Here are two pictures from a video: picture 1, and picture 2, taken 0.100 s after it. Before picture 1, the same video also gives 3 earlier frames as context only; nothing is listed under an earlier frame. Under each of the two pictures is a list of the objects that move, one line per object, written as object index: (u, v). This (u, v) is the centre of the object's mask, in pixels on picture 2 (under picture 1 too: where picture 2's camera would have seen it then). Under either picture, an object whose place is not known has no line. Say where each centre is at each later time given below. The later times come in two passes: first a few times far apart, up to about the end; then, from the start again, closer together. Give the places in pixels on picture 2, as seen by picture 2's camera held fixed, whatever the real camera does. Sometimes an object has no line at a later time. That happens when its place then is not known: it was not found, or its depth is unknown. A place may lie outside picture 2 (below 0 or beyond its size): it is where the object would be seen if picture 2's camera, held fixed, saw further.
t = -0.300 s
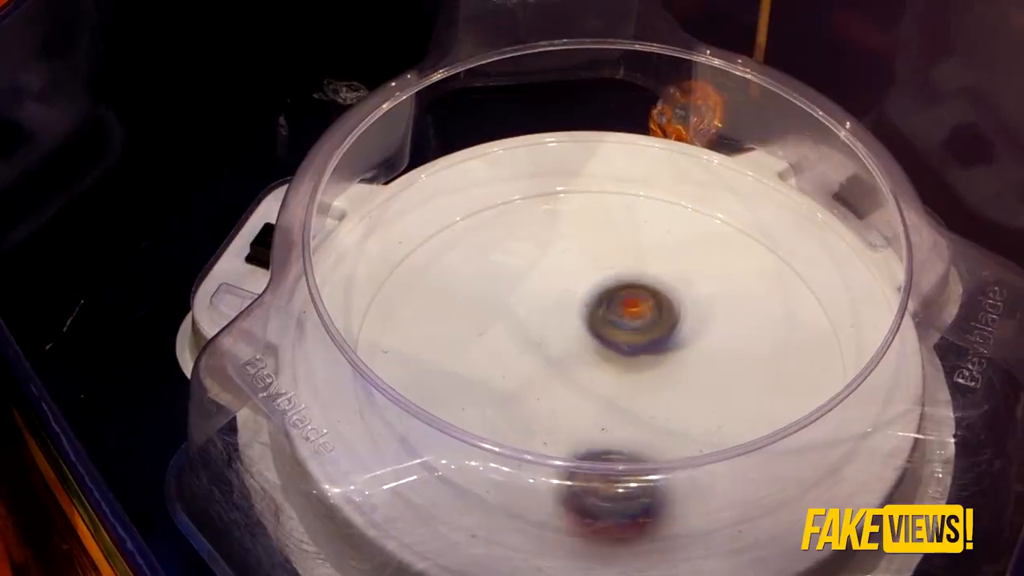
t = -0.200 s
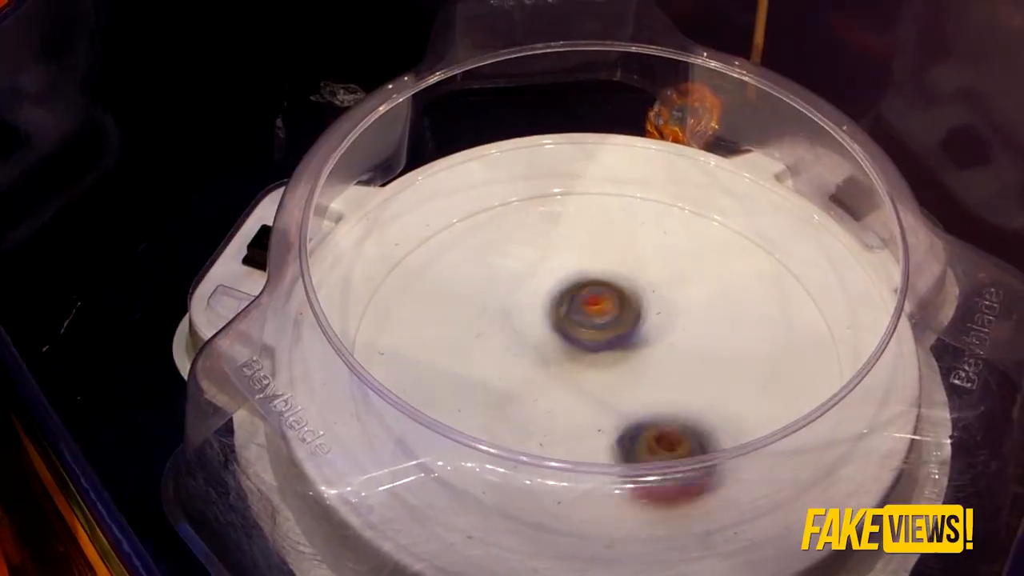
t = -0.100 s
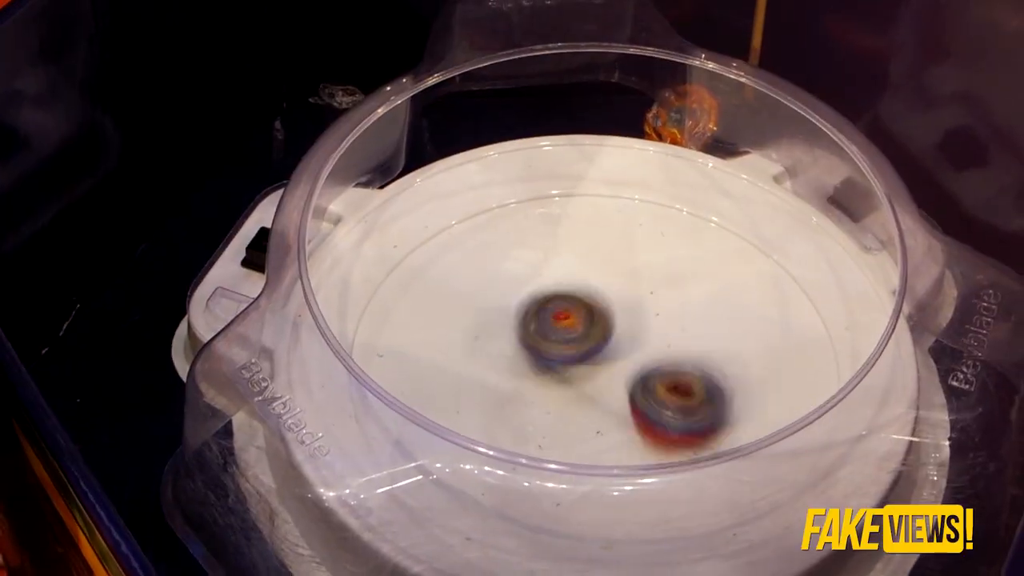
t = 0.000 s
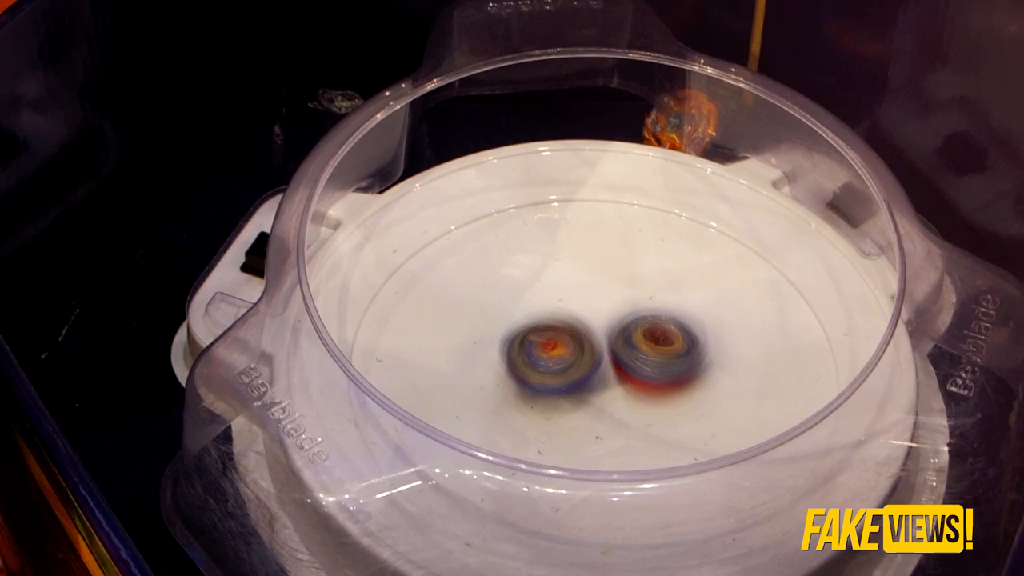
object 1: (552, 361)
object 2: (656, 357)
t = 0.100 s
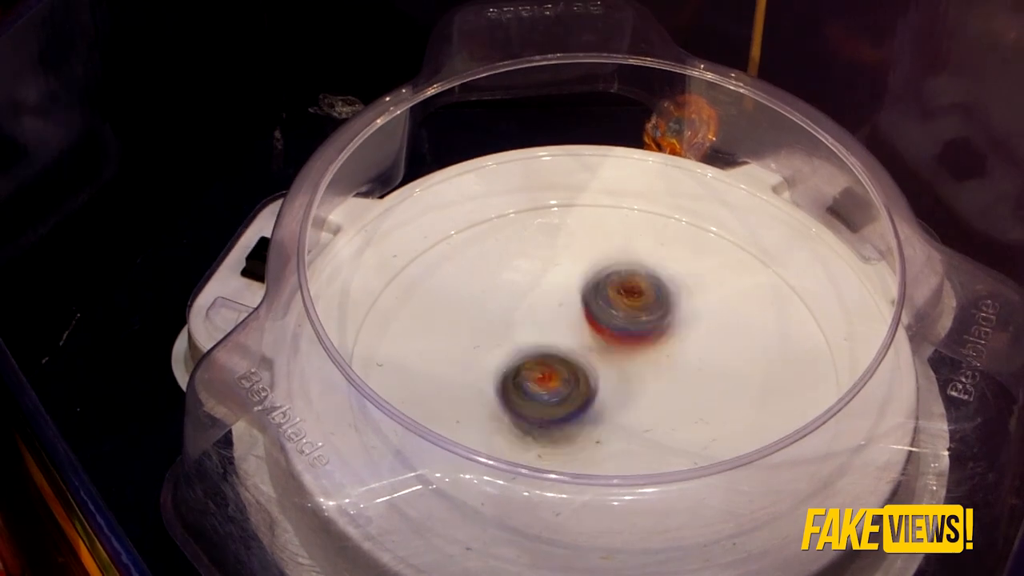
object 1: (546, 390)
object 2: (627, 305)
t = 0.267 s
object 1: (575, 421)
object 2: (544, 244)
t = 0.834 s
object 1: (761, 327)
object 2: (528, 429)
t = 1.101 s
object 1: (705, 328)
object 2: (613, 373)
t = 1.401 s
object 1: (703, 357)
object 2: (455, 295)
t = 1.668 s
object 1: (610, 407)
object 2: (452, 300)
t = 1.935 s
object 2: (591, 348)
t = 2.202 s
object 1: (530, 410)
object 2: (680, 404)
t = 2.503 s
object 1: (600, 350)
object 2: (677, 485)
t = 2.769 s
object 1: (652, 321)
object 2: (601, 447)
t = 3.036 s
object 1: (658, 342)
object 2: (555, 381)
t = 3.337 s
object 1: (669, 388)
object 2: (590, 300)
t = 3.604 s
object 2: (639, 320)
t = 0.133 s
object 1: (547, 397)
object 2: (615, 288)
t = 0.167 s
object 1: (551, 405)
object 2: (600, 273)
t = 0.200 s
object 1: (559, 412)
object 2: (583, 260)
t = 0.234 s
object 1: (567, 417)
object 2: (565, 250)
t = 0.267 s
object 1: (575, 421)
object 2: (544, 244)
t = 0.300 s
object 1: (587, 422)
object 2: (522, 244)
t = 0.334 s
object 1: (596, 423)
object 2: (501, 248)
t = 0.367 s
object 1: (607, 418)
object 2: (485, 258)
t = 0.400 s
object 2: (475, 274)
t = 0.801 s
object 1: (754, 334)
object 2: (516, 424)
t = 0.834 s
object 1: (761, 327)
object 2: (528, 429)
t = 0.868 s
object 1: (762, 323)
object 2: (541, 432)
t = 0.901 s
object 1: (763, 319)
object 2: (556, 433)
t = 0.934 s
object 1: (760, 317)
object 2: (571, 430)
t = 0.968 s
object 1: (753, 316)
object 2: (586, 424)
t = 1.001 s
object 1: (744, 316)
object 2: (599, 414)
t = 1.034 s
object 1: (733, 318)
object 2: (609, 400)
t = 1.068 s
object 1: (716, 323)
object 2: (615, 387)
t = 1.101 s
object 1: (705, 328)
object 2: (613, 373)
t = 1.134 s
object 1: (713, 327)
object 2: (588, 362)
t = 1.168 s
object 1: (723, 327)
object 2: (560, 350)
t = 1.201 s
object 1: (728, 328)
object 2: (536, 341)
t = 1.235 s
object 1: (729, 331)
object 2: (519, 334)
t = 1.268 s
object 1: (729, 334)
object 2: (504, 327)
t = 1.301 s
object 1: (725, 339)
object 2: (491, 319)
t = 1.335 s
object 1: (720, 344)
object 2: (477, 311)
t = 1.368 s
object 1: (713, 351)
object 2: (466, 303)
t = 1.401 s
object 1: (703, 357)
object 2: (455, 295)
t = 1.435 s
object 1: (695, 362)
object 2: (445, 287)
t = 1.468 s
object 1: (682, 369)
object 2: (436, 280)
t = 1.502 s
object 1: (670, 378)
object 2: (430, 277)
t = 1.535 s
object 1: (659, 384)
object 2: (426, 278)
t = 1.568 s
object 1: (646, 393)
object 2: (427, 280)
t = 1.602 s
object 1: (636, 397)
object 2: (432, 285)
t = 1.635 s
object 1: (623, 402)
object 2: (439, 291)
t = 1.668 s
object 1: (610, 407)
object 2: (452, 300)
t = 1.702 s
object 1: (597, 410)
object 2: (469, 308)
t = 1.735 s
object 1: (585, 413)
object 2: (486, 315)
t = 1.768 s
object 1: (575, 416)
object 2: (504, 322)
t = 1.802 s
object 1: (565, 415)
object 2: (522, 329)
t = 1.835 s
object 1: (556, 417)
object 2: (539, 335)
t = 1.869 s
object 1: (547, 424)
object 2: (556, 338)
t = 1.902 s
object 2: (575, 342)
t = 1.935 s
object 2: (591, 348)
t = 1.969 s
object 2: (604, 353)
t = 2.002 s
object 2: (619, 360)
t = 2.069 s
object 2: (645, 373)
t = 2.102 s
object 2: (656, 380)
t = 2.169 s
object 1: (527, 414)
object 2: (674, 395)
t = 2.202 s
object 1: (530, 410)
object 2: (680, 404)
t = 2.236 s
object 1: (539, 404)
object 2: (687, 414)
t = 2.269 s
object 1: (546, 399)
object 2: (690, 424)
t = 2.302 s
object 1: (553, 389)
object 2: (692, 429)
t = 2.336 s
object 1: (563, 383)
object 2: (692, 436)
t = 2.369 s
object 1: (571, 377)
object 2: (694, 451)
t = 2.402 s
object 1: (577, 369)
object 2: (690, 463)
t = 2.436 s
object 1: (587, 362)
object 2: (686, 468)
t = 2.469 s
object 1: (594, 359)
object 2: (682, 481)
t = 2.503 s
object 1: (600, 350)
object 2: (677, 485)
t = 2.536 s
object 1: (610, 344)
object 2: (672, 487)
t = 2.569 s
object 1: (618, 341)
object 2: (667, 487)
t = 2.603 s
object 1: (625, 336)
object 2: (658, 486)
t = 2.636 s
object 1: (633, 331)
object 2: (652, 484)
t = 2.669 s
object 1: (640, 328)
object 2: (636, 473)
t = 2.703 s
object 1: (644, 324)
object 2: (624, 468)
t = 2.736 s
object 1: (650, 322)
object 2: (612, 462)
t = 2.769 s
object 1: (652, 321)
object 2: (601, 447)
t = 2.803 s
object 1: (656, 319)
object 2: (590, 442)
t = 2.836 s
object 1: (658, 320)
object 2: (583, 437)
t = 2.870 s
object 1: (661, 321)
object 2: (575, 431)
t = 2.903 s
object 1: (659, 325)
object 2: (570, 420)
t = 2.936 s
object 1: (656, 328)
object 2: (565, 412)
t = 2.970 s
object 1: (656, 333)
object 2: (563, 402)
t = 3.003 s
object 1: (652, 337)
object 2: (561, 390)
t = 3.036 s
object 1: (658, 342)
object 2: (555, 381)
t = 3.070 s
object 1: (661, 345)
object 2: (548, 368)
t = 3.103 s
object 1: (663, 346)
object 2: (547, 358)
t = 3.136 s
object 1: (666, 349)
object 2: (549, 348)
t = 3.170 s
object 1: (669, 353)
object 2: (554, 340)
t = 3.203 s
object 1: (669, 357)
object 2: (560, 334)
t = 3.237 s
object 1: (668, 361)
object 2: (567, 329)
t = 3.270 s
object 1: (664, 362)
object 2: (574, 323)
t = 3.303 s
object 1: (667, 373)
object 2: (583, 315)
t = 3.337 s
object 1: (669, 388)
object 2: (590, 300)
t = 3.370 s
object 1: (666, 400)
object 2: (598, 293)
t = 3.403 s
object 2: (605, 290)
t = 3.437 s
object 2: (613, 289)
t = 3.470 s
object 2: (619, 292)
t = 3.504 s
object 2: (625, 297)
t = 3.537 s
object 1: (612, 435)
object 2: (630, 303)
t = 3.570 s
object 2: (636, 311)
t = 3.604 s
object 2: (639, 320)
